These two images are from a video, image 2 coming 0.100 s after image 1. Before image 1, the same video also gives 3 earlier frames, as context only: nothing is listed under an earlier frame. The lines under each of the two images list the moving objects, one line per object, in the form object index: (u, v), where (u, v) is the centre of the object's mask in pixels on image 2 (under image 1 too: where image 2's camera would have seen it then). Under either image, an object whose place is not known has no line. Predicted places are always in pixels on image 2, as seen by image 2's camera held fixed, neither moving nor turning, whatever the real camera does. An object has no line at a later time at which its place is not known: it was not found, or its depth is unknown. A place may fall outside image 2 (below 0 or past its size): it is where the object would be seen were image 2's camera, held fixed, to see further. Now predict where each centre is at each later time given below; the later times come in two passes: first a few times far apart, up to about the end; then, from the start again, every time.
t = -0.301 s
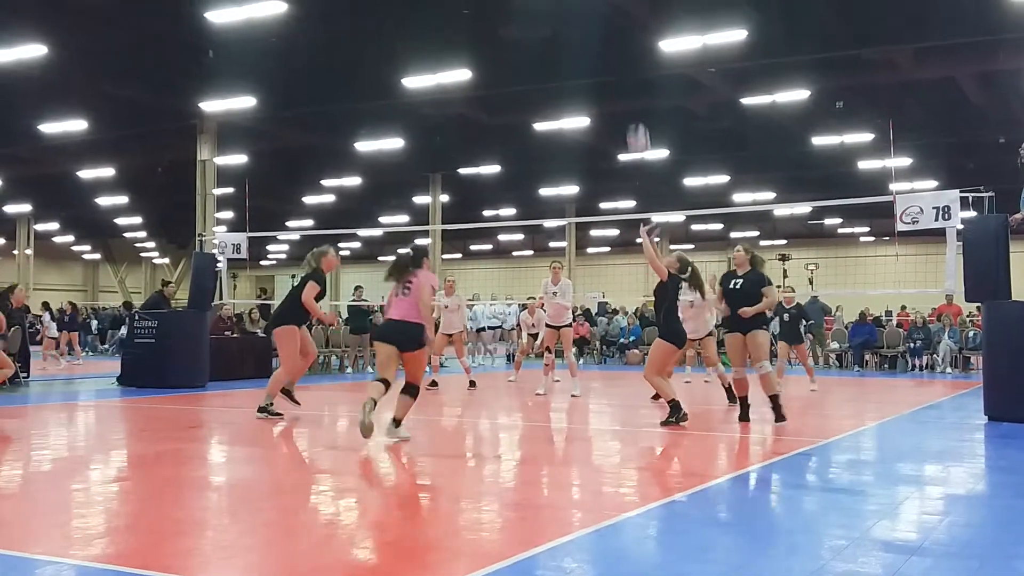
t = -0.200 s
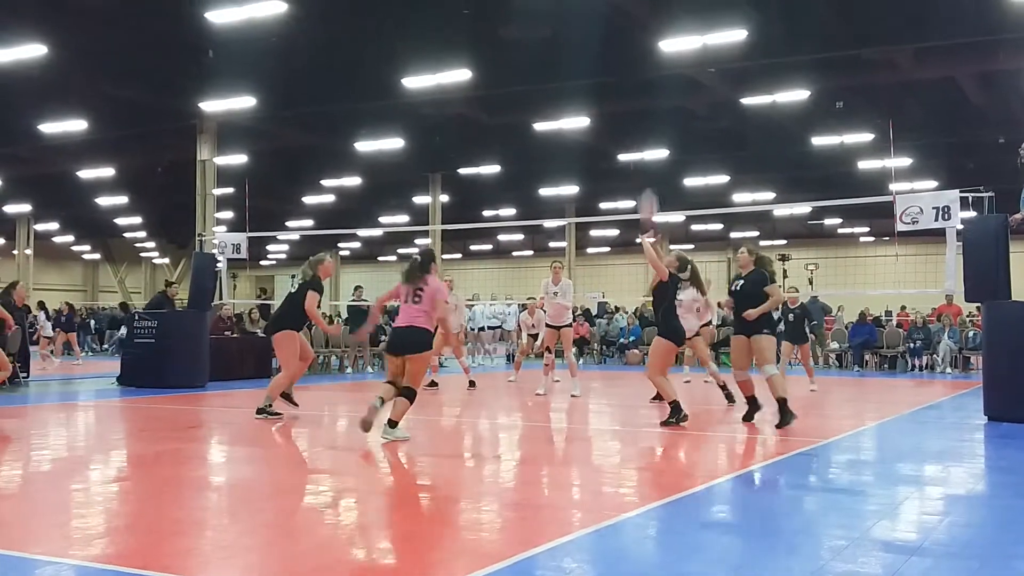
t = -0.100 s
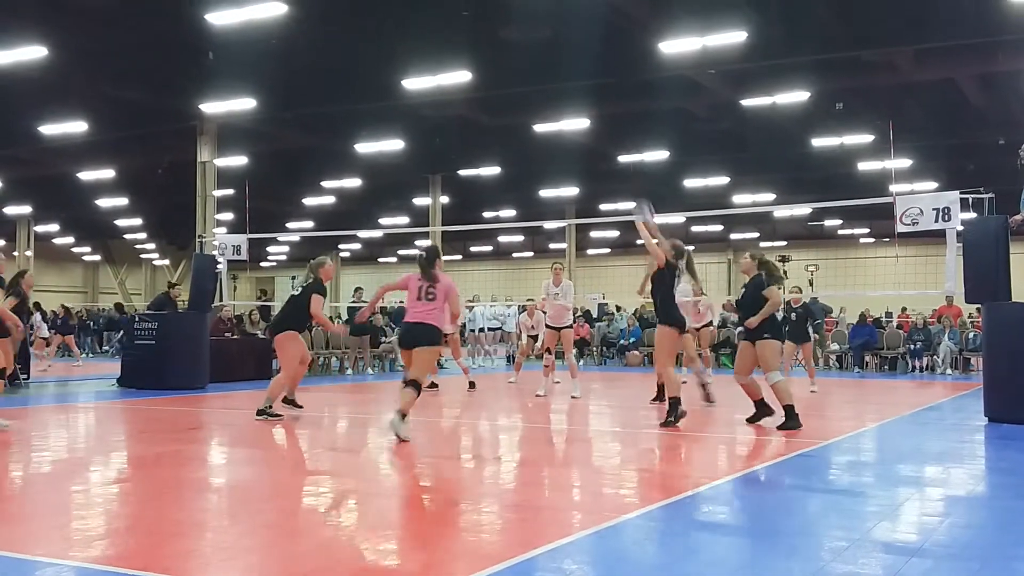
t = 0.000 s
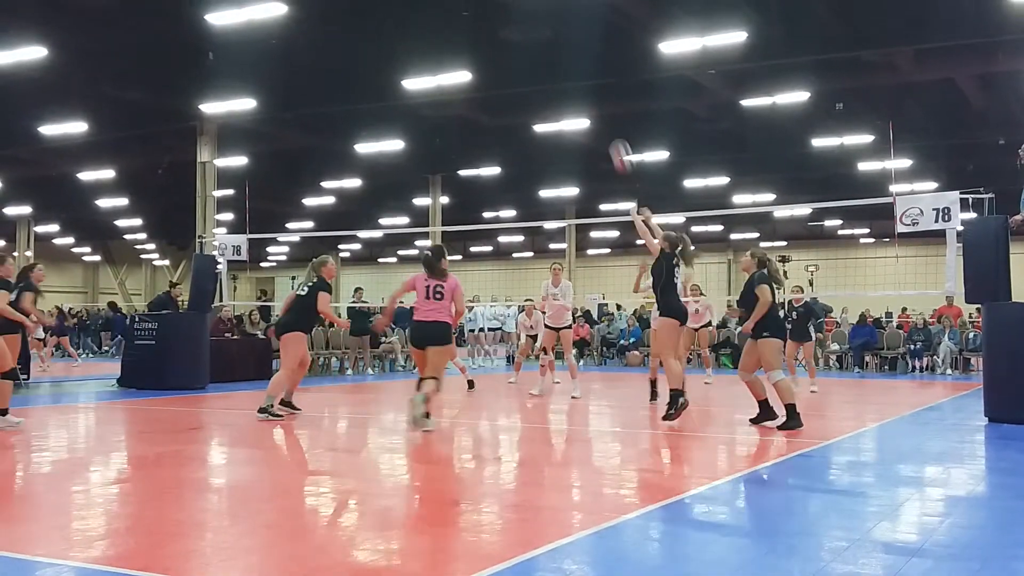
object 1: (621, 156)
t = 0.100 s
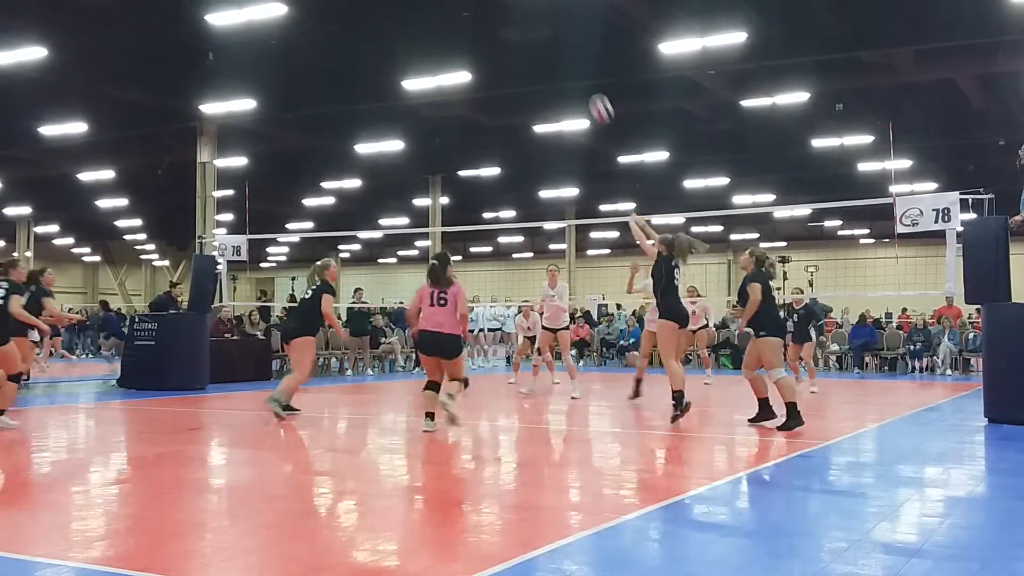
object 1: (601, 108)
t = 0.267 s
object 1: (570, 56)
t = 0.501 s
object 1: (531, 30)
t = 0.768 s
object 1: (492, 58)
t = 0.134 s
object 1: (595, 96)
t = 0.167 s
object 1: (588, 84)
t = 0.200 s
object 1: (582, 73)
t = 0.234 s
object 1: (576, 64)
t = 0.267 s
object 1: (570, 56)
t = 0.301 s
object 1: (564, 49)
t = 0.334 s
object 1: (559, 43)
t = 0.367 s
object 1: (553, 38)
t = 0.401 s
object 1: (548, 35)
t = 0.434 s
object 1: (542, 32)
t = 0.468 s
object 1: (537, 30)
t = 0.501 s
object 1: (531, 30)
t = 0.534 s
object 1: (526, 30)
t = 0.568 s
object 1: (521, 31)
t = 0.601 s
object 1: (516, 34)
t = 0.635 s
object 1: (511, 36)
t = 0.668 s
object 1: (507, 40)
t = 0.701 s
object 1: (502, 46)
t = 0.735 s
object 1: (497, 51)
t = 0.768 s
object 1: (492, 58)
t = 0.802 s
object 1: (488, 66)
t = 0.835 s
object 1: (484, 74)
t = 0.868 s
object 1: (479, 82)
